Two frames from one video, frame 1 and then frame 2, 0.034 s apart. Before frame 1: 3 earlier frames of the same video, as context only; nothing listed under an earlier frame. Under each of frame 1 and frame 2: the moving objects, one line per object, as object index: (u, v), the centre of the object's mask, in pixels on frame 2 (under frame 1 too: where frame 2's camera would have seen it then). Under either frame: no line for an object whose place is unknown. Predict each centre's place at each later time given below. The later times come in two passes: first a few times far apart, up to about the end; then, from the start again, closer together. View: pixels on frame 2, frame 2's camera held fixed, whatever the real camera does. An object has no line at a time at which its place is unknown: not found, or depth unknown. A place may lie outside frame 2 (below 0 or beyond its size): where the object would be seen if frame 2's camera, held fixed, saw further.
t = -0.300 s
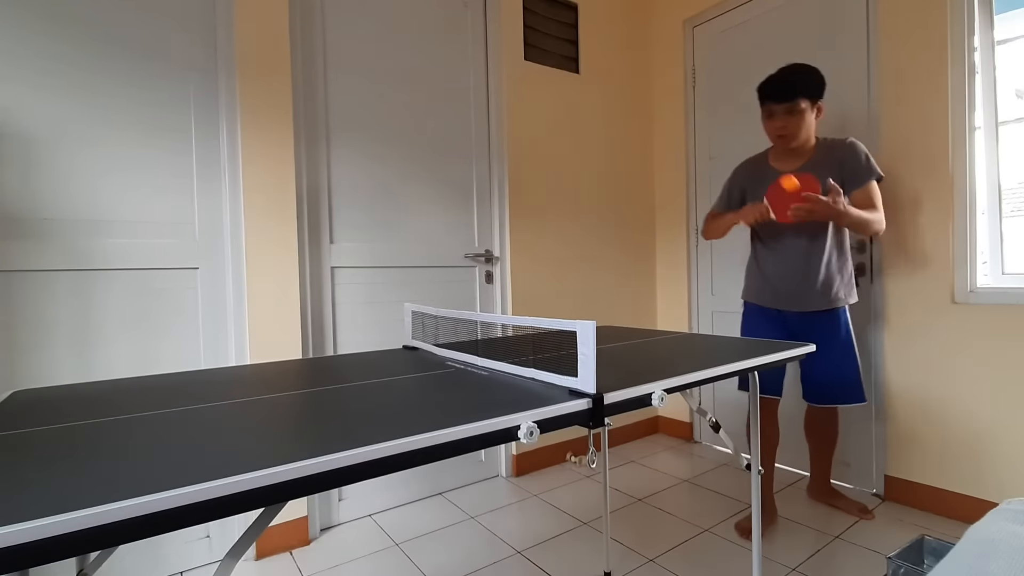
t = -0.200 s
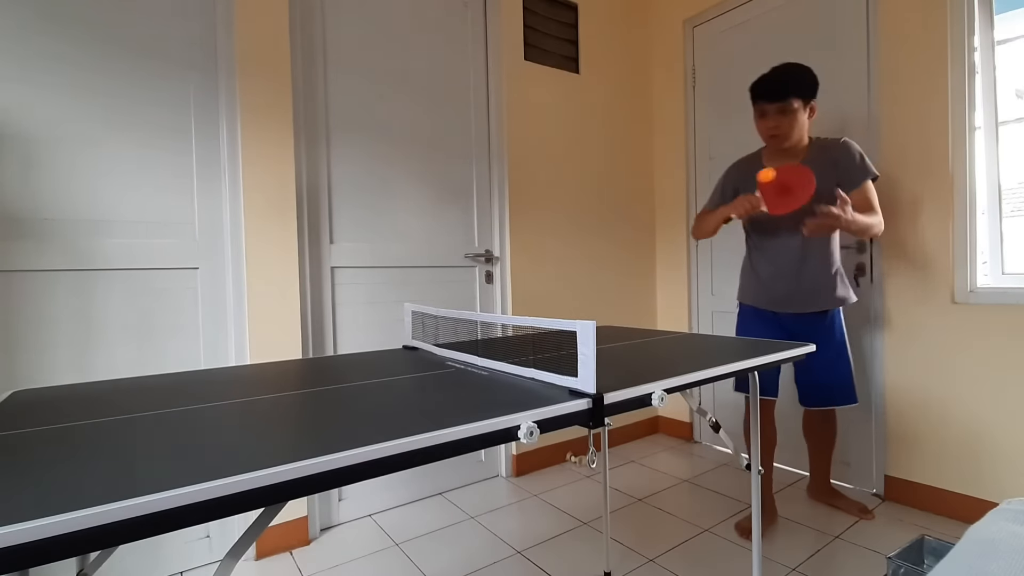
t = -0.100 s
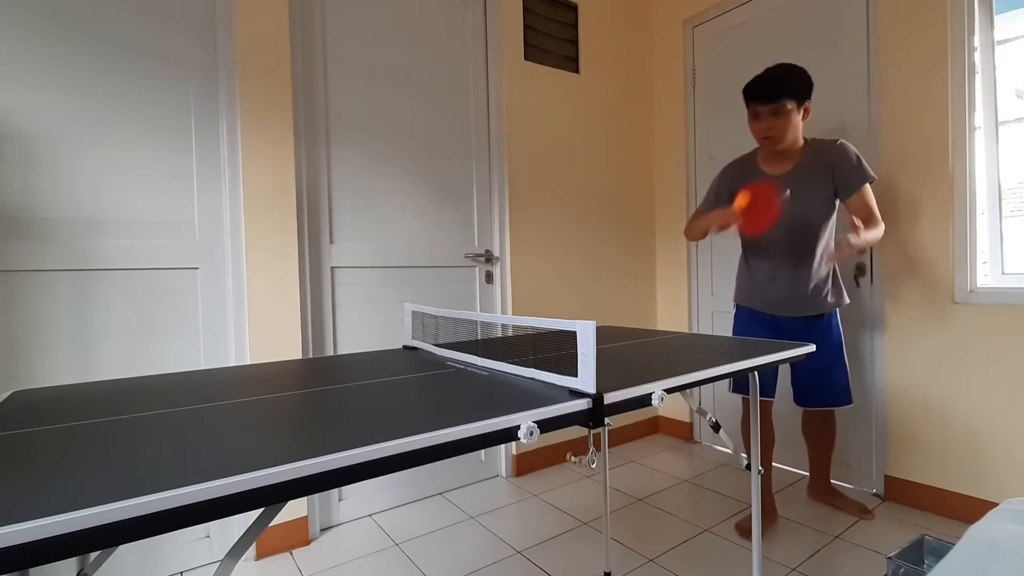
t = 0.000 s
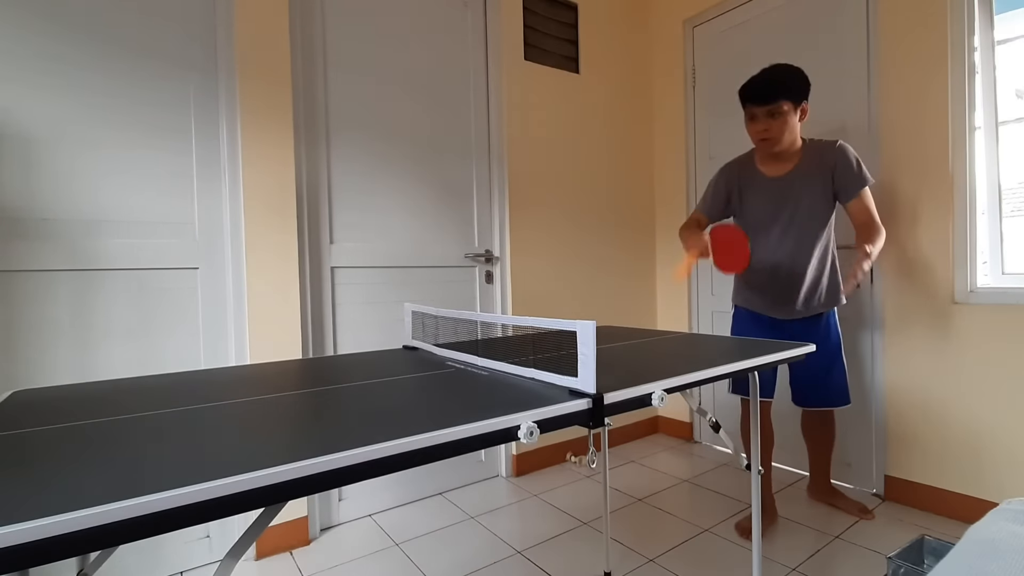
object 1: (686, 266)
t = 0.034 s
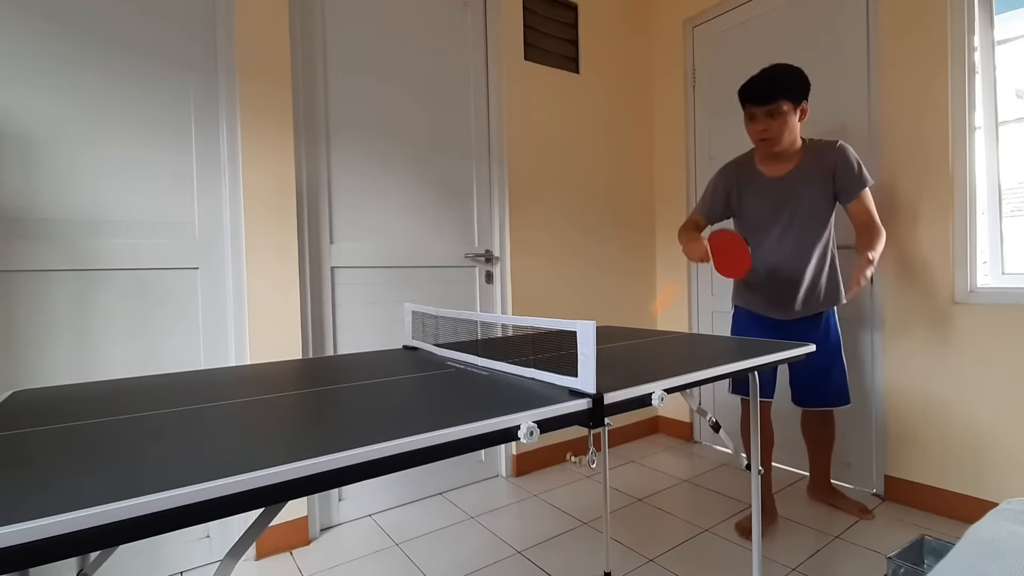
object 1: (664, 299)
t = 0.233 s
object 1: (574, 217)
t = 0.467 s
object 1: (470, 244)
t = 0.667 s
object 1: (433, 294)
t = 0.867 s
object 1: (448, 297)
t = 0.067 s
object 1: (644, 320)
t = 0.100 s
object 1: (630, 296)
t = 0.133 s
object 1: (616, 270)
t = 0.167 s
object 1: (602, 249)
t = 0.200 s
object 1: (588, 231)
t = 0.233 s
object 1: (574, 217)
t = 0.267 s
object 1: (559, 208)
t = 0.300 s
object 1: (545, 203)
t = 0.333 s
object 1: (530, 201)
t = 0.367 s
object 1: (516, 205)
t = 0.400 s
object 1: (501, 213)
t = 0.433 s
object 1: (485, 226)
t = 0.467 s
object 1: (470, 244)
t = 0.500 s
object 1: (455, 269)
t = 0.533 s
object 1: (442, 294)
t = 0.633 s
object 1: (432, 302)
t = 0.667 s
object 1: (433, 294)
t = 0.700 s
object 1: (436, 283)
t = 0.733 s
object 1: (438, 278)
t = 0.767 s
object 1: (440, 276)
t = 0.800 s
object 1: (443, 278)
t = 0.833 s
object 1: (445, 285)
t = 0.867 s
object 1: (448, 297)
